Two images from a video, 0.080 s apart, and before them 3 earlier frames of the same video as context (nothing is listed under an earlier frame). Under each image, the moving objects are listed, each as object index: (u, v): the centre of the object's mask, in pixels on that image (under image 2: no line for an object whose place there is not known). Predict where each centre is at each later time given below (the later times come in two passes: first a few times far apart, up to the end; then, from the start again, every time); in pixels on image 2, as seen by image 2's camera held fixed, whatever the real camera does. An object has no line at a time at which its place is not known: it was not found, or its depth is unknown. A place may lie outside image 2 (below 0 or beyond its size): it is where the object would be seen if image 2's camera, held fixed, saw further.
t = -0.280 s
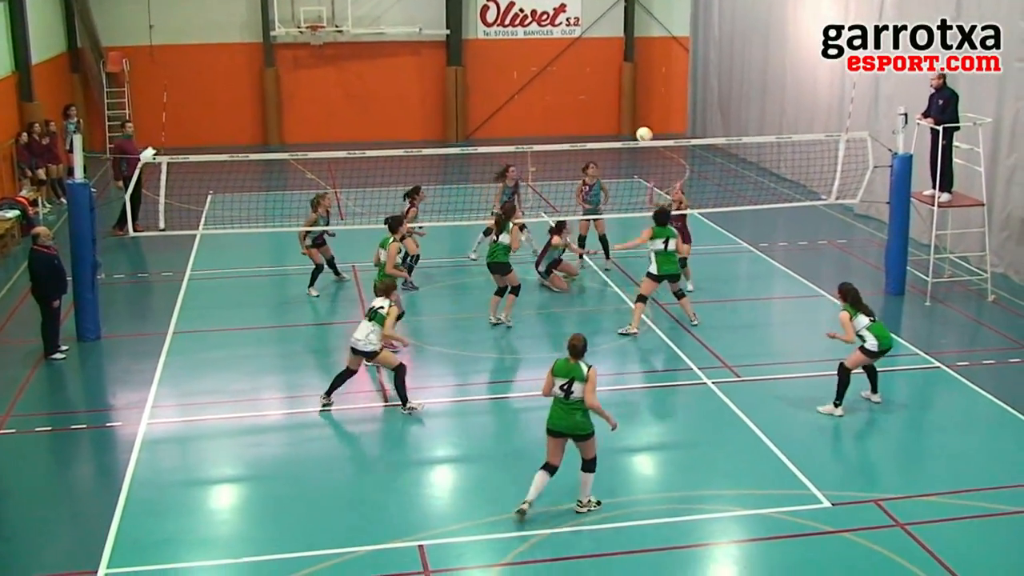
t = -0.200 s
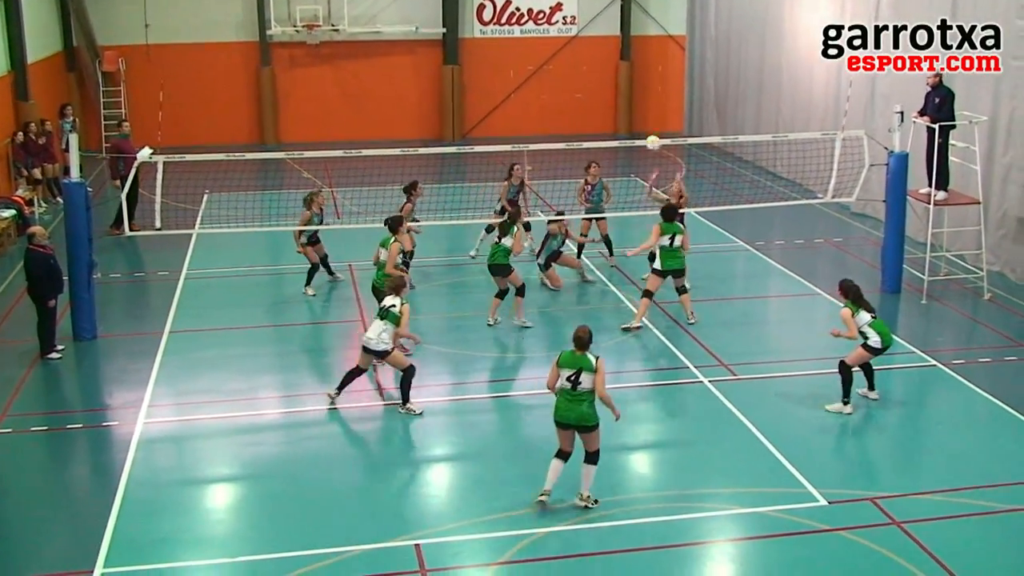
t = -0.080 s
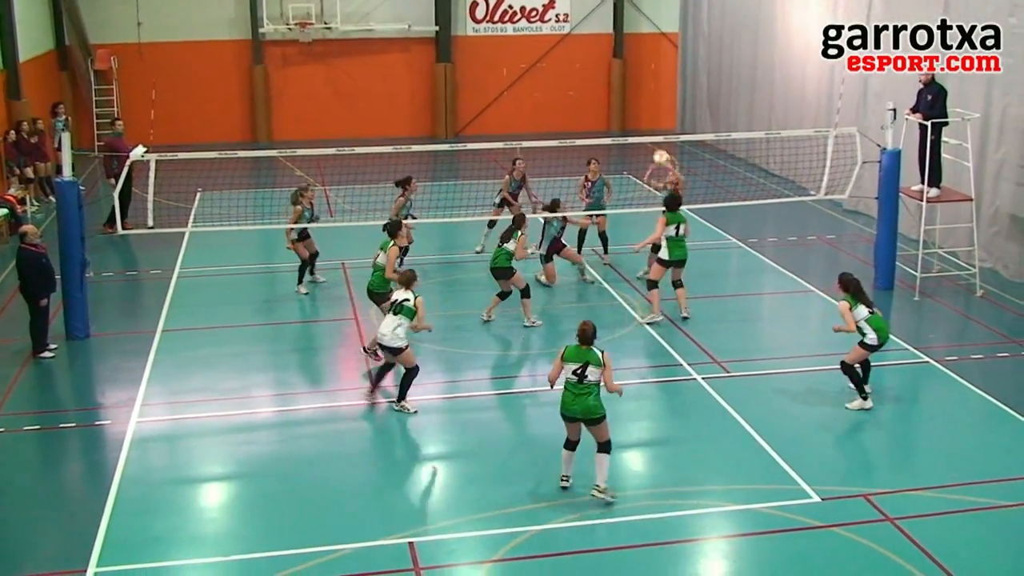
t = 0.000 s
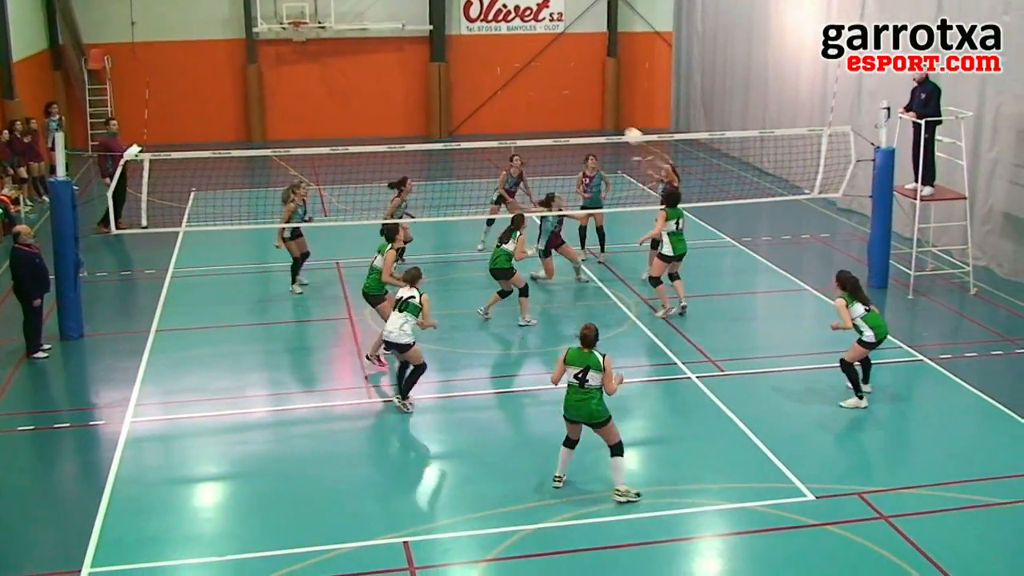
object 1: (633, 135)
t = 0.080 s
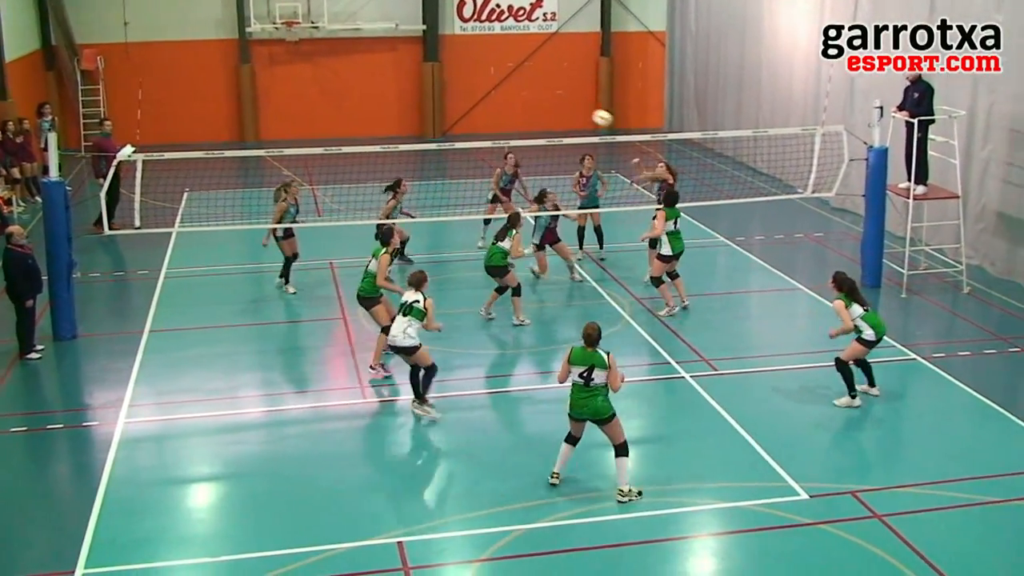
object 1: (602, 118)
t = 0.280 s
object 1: (535, 93)
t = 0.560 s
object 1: (437, 111)
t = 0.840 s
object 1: (336, 196)
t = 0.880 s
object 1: (322, 213)
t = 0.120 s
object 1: (589, 110)
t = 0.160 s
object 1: (576, 105)
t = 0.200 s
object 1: (563, 99)
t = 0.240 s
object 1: (549, 95)
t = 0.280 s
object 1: (535, 93)
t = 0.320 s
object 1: (522, 92)
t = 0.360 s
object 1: (508, 91)
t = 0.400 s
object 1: (494, 93)
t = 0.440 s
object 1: (479, 95)
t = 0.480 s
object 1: (465, 99)
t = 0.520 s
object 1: (451, 104)
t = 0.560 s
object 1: (437, 111)
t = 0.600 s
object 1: (423, 119)
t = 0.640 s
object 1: (409, 128)
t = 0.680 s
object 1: (395, 139)
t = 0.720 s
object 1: (379, 152)
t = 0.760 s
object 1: (364, 165)
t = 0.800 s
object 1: (350, 180)
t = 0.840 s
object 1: (336, 196)
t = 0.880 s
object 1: (322, 213)
